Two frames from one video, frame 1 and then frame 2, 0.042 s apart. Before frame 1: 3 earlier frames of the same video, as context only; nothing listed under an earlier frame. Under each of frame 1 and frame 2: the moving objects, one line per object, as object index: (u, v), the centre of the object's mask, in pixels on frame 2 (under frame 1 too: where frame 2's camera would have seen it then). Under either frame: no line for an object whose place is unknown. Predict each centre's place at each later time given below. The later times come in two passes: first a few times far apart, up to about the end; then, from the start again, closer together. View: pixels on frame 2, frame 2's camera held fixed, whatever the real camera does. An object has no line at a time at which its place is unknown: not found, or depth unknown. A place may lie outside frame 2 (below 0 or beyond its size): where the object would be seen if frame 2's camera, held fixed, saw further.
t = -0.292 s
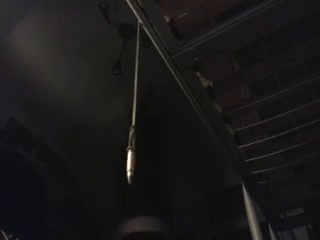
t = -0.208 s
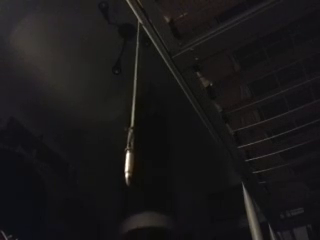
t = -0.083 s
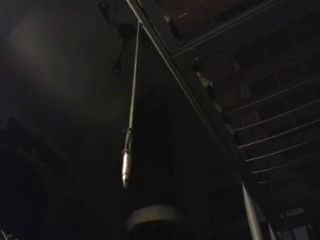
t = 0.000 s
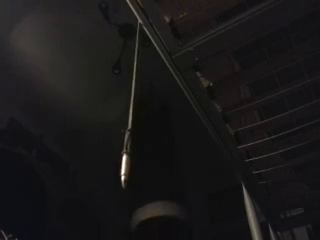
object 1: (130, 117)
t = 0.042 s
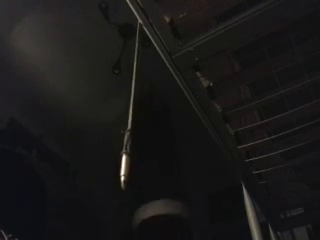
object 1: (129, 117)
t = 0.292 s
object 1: (130, 118)
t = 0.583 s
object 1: (134, 114)
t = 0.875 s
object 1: (135, 115)
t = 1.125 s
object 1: (133, 115)
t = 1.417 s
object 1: (130, 117)
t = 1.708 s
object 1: (131, 116)
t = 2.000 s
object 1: (134, 113)
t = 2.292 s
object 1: (135, 116)
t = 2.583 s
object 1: (132, 115)
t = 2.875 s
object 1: (129, 118)
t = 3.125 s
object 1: (131, 116)
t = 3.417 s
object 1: (134, 115)
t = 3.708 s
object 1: (134, 114)
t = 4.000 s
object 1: (131, 117)
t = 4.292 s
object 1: (130, 118)
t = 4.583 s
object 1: (132, 117)
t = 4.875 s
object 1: (135, 114)
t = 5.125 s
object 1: (134, 113)
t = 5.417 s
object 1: (130, 116)
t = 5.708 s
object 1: (130, 118)
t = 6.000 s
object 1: (133, 115)
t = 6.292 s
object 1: (135, 114)
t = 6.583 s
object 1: (133, 114)
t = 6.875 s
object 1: (130, 117)
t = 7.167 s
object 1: (131, 117)
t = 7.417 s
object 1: (133, 115)
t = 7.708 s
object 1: (134, 114)
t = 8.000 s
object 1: (132, 114)
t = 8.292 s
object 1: (130, 117)
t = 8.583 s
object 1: (131, 116)
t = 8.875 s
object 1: (134, 115)
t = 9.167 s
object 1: (134, 115)
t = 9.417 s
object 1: (132, 115)
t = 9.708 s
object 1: (130, 118)
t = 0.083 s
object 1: (129, 118)
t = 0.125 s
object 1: (129, 116)
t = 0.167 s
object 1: (129, 117)
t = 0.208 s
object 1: (129, 118)
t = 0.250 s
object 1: (130, 118)
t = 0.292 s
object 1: (130, 118)
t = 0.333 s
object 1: (130, 116)
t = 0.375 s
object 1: (131, 117)
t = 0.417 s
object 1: (132, 116)
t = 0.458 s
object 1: (132, 115)
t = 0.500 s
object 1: (132, 116)
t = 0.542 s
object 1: (133, 116)
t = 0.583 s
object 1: (134, 114)
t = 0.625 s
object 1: (134, 115)
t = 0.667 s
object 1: (134, 115)
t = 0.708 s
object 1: (135, 113)
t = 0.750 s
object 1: (135, 116)
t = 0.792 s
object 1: (135, 114)
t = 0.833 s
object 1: (135, 114)
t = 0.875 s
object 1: (135, 115)
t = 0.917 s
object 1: (135, 114)
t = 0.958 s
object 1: (135, 114)
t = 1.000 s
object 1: (134, 114)
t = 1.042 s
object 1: (134, 114)
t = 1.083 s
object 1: (133, 116)
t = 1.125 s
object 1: (133, 115)
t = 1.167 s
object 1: (132, 115)
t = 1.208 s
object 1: (132, 116)
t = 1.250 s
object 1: (131, 115)
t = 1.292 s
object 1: (131, 116)
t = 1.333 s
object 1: (130, 116)
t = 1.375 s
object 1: (130, 118)
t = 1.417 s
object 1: (130, 117)
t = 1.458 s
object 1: (129, 117)
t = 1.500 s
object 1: (129, 117)
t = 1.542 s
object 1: (130, 117)
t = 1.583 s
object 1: (130, 117)
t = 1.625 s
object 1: (130, 117)
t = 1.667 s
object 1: (130, 118)
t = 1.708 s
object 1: (131, 116)
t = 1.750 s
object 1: (131, 118)
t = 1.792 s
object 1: (131, 117)
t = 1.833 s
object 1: (132, 115)
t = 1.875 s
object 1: (133, 115)
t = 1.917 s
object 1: (133, 114)
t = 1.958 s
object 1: (134, 115)
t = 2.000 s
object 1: (134, 113)
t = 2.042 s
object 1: (134, 114)
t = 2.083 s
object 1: (135, 115)
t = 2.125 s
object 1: (135, 117)
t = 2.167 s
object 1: (135, 115)
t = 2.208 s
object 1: (135, 116)
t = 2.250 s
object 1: (135, 115)
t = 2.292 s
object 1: (135, 116)
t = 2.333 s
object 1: (134, 115)
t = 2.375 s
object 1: (134, 117)
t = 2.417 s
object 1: (134, 115)
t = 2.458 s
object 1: (133, 115)
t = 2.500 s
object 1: (133, 116)
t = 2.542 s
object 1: (132, 116)
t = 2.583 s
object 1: (132, 115)
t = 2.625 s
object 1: (131, 116)
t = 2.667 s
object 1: (130, 117)
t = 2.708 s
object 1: (130, 117)
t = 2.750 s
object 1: (130, 117)
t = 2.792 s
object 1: (129, 118)
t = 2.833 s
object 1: (129, 118)
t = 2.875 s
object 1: (129, 118)
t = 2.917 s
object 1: (129, 119)
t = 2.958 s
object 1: (130, 118)
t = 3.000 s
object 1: (130, 117)
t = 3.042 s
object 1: (130, 117)
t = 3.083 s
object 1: (131, 116)
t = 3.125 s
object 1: (131, 116)
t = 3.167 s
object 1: (132, 118)
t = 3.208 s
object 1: (132, 116)
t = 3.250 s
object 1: (132, 117)
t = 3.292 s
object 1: (133, 117)
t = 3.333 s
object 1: (133, 115)
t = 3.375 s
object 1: (134, 115)
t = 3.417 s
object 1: (134, 115)
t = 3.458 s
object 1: (135, 114)
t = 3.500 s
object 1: (135, 116)
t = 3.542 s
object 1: (135, 114)
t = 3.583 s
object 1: (135, 114)
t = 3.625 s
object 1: (135, 114)
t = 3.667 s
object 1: (135, 114)
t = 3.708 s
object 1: (134, 114)
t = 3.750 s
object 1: (134, 114)
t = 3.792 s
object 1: (133, 114)
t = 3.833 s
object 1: (133, 115)
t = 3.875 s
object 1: (132, 115)
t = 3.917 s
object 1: (132, 115)
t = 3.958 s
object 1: (131, 115)
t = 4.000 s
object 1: (131, 117)
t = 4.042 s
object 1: (130, 116)
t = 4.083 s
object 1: (130, 118)
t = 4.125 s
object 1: (130, 119)
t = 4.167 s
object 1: (130, 118)
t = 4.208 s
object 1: (129, 119)
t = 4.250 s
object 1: (129, 119)
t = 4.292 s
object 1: (130, 118)
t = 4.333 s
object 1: (130, 119)
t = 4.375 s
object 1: (130, 118)
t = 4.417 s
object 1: (130, 117)
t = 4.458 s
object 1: (131, 116)
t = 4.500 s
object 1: (131, 117)
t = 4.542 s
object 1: (132, 116)
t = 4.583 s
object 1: (132, 117)
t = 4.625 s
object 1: (133, 117)
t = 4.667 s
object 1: (133, 115)
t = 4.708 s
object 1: (134, 115)
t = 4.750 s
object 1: (134, 115)
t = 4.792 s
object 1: (134, 114)
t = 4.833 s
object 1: (135, 114)
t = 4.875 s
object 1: (135, 114)
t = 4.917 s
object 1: (135, 113)
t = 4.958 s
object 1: (135, 114)
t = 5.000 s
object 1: (135, 114)
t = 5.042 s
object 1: (134, 114)
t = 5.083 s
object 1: (134, 114)
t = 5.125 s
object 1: (134, 113)
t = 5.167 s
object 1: (133, 114)
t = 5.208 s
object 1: (133, 115)
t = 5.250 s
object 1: (132, 115)
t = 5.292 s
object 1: (132, 115)
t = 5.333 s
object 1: (131, 115)
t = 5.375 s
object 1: (131, 116)
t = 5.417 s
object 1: (130, 116)
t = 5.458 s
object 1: (130, 116)
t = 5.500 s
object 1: (130, 116)
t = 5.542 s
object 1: (130, 117)
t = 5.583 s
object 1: (130, 117)
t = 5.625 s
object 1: (130, 118)
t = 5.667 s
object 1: (130, 117)
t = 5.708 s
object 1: (130, 118)
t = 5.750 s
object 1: (130, 117)
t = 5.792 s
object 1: (131, 117)
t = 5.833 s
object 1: (131, 116)
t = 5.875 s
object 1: (131, 115)
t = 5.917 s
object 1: (132, 115)
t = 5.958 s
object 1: (132, 115)
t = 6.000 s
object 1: (133, 115)
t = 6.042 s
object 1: (133, 114)
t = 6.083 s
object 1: (134, 114)
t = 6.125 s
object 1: (134, 114)
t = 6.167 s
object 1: (134, 115)
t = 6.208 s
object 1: (135, 114)
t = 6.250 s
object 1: (135, 115)
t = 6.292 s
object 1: (135, 114)
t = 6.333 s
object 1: (135, 114)
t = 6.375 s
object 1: (134, 115)
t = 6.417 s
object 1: (134, 114)
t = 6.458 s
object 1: (134, 114)
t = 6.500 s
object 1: (133, 114)
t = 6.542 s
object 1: (133, 114)
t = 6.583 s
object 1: (133, 114)
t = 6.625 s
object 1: (132, 115)
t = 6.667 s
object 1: (132, 115)
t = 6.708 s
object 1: (131, 115)
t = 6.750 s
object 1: (131, 115)
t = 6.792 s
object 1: (131, 116)
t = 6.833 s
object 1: (130, 116)
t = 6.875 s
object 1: (130, 117)
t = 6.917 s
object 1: (130, 116)
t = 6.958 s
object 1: (130, 117)
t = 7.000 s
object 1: (130, 116)
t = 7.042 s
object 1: (130, 116)
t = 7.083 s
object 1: (130, 116)
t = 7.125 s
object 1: (130, 116)
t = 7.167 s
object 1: (131, 117)
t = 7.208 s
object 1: (131, 115)
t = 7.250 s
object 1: (132, 116)
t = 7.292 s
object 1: (132, 115)
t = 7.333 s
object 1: (132, 116)
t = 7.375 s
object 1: (133, 115)
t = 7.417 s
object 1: (133, 115)
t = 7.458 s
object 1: (134, 114)
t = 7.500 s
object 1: (134, 116)
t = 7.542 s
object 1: (134, 114)
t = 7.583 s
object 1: (134, 115)
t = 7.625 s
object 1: (134, 114)
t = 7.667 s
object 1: (134, 115)
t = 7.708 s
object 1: (134, 114)
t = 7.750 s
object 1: (134, 113)
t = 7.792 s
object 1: (134, 114)
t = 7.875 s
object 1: (134, 114)
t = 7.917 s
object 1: (133, 114)
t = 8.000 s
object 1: (132, 114)
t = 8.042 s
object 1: (132, 114)
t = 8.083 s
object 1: (132, 115)
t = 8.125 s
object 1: (131, 117)
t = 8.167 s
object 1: (131, 117)
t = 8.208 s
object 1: (130, 117)
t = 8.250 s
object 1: (130, 117)
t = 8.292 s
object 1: (130, 117)
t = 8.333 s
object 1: (130, 117)
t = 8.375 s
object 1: (130, 117)
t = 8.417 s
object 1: (130, 117)
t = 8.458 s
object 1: (130, 117)
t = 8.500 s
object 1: (130, 117)
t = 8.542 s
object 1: (131, 117)
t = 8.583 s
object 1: (131, 116)
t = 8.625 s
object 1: (131, 118)
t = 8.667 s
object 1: (132, 116)
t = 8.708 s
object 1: (132, 116)
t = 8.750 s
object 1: (133, 116)
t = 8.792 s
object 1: (133, 116)
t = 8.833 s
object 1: (133, 115)
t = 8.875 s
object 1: (134, 115)
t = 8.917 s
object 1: (134, 115)
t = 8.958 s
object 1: (134, 116)
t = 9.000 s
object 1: (135, 115)
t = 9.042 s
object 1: (134, 115)
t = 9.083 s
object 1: (135, 115)
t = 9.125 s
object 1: (134, 115)
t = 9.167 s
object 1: (134, 115)
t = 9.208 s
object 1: (134, 115)
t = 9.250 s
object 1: (134, 116)
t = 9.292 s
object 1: (133, 115)
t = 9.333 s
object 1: (133, 115)
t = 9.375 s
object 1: (132, 116)
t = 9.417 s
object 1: (132, 115)
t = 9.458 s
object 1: (132, 115)
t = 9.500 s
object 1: (131, 115)
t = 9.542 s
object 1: (131, 116)
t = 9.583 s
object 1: (130, 118)
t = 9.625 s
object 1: (130, 116)
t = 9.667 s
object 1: (130, 118)
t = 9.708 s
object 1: (130, 118)
